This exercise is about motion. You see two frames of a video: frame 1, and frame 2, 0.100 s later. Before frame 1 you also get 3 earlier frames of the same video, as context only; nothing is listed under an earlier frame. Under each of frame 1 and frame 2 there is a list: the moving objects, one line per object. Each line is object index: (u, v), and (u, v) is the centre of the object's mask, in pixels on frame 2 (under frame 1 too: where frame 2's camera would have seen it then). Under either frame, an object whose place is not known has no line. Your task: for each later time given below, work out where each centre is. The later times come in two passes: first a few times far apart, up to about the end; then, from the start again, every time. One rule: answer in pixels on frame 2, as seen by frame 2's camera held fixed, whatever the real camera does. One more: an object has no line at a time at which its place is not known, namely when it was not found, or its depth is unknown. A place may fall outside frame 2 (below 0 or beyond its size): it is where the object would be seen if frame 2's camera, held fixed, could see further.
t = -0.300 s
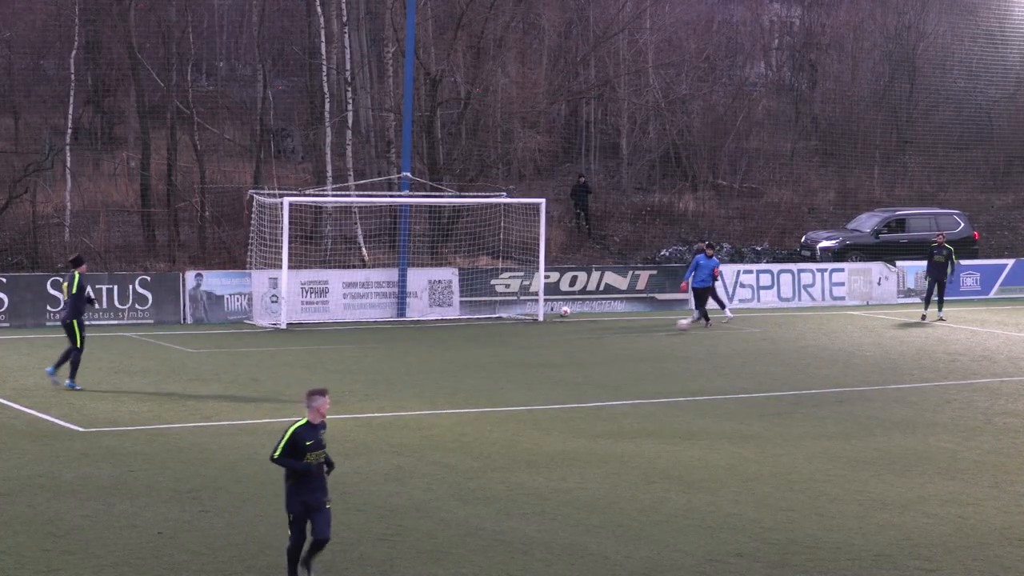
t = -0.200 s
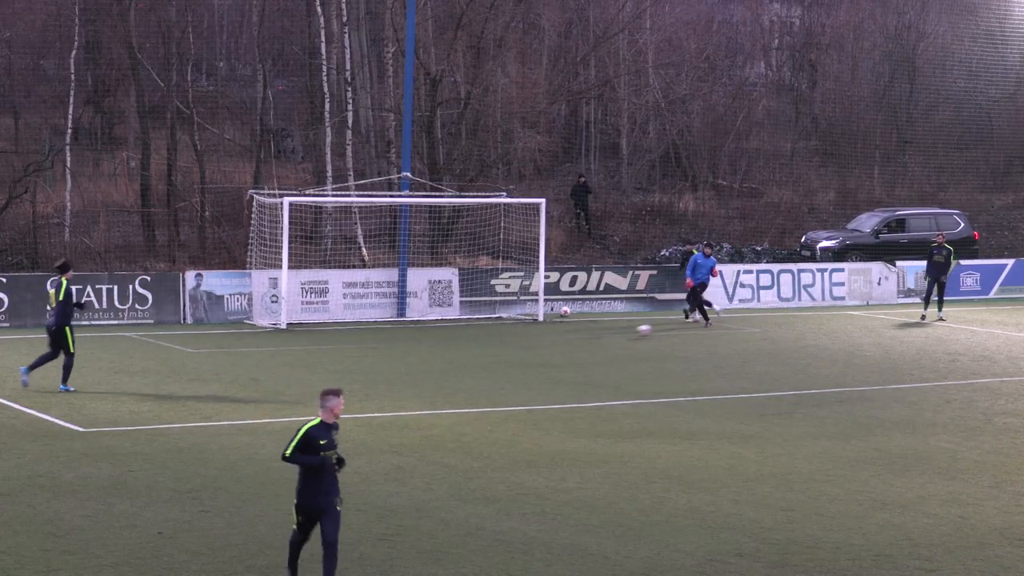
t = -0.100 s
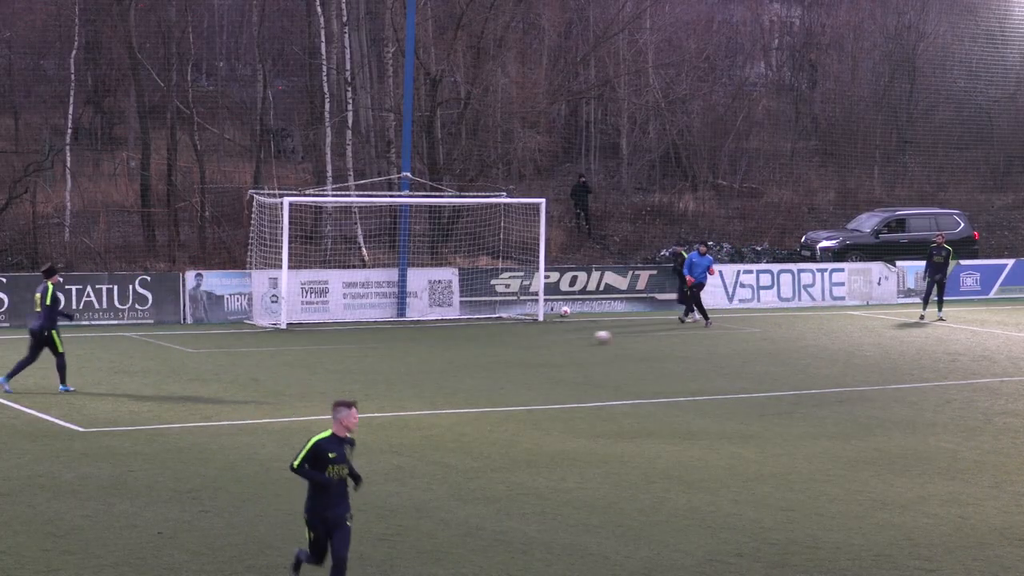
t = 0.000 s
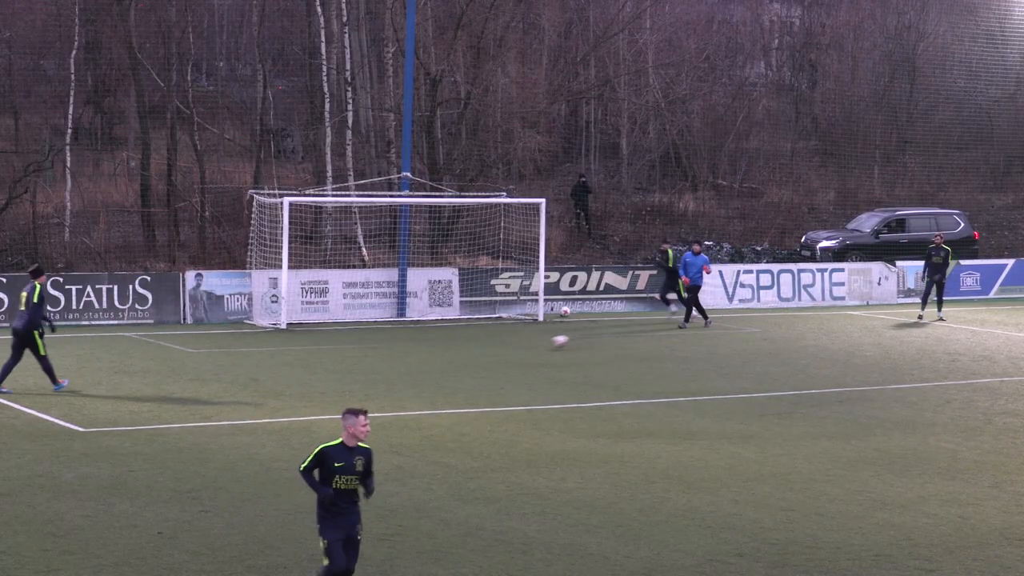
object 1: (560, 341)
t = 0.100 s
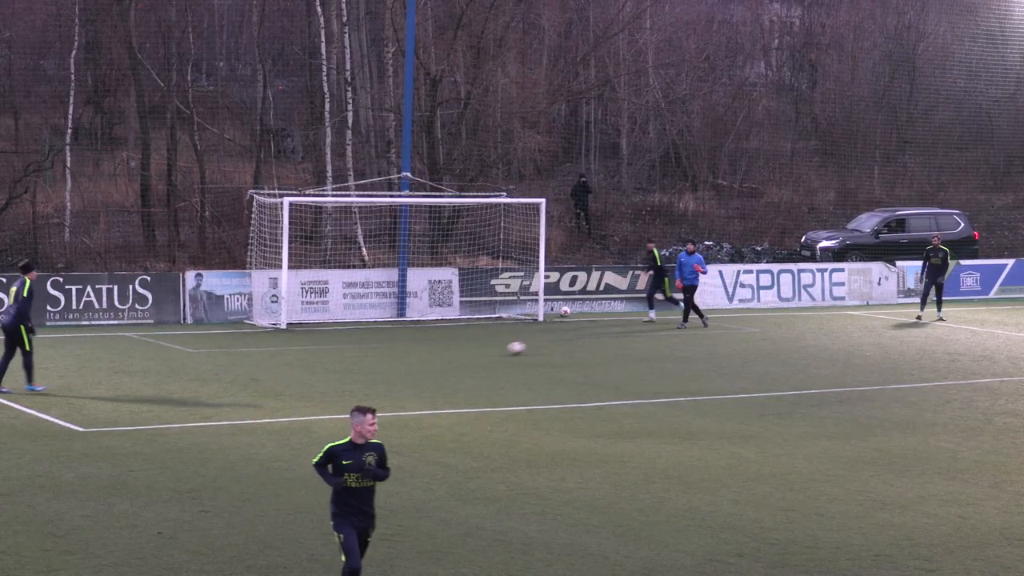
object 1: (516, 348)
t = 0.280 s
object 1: (437, 357)
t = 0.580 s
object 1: (306, 370)
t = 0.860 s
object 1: (193, 375)
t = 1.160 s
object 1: (75, 386)
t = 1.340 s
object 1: (5, 395)
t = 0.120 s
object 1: (508, 349)
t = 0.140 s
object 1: (499, 350)
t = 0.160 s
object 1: (489, 351)
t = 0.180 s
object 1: (481, 352)
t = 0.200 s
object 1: (472, 352)
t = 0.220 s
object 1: (463, 353)
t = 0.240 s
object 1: (454, 354)
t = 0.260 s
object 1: (446, 355)
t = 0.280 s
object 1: (437, 357)
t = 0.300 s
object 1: (428, 357)
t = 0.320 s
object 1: (420, 358)
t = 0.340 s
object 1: (411, 359)
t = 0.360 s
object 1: (401, 360)
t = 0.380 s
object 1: (393, 360)
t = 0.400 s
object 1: (384, 362)
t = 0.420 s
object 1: (375, 363)
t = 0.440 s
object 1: (367, 364)
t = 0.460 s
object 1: (358, 364)
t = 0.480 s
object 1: (349, 364)
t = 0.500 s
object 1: (340, 365)
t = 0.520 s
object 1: (332, 366)
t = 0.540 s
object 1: (324, 366)
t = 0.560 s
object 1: (315, 368)
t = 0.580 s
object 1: (306, 370)
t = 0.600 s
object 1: (298, 370)
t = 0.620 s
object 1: (289, 370)
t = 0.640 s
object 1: (280, 371)
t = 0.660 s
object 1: (272, 371)
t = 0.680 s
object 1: (263, 372)
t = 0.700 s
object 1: (255, 373)
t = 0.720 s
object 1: (246, 374)
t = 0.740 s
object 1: (238, 376)
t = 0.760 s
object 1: (230, 376)
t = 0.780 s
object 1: (223, 375)
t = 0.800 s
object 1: (216, 375)
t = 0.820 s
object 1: (208, 374)
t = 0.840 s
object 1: (201, 374)
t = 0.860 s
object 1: (193, 375)
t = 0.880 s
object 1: (185, 375)
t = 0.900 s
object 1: (178, 377)
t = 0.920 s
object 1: (170, 378)
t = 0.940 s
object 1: (162, 379)
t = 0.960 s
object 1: (155, 381)
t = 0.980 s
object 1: (147, 384)
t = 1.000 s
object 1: (139, 386)
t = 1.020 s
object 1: (131, 386)
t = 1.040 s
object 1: (123, 386)
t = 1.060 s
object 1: (115, 385)
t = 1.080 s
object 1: (107, 385)
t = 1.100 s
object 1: (99, 384)
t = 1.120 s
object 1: (92, 385)
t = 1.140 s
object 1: (83, 386)
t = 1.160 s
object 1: (75, 386)
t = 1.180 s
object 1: (67, 388)
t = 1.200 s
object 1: (59, 390)
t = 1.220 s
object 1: (51, 392)
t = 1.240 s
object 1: (43, 394)
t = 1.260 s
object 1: (34, 396)
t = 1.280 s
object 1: (26, 397)
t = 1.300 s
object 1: (18, 396)
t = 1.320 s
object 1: (9, 396)
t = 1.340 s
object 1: (5, 395)
